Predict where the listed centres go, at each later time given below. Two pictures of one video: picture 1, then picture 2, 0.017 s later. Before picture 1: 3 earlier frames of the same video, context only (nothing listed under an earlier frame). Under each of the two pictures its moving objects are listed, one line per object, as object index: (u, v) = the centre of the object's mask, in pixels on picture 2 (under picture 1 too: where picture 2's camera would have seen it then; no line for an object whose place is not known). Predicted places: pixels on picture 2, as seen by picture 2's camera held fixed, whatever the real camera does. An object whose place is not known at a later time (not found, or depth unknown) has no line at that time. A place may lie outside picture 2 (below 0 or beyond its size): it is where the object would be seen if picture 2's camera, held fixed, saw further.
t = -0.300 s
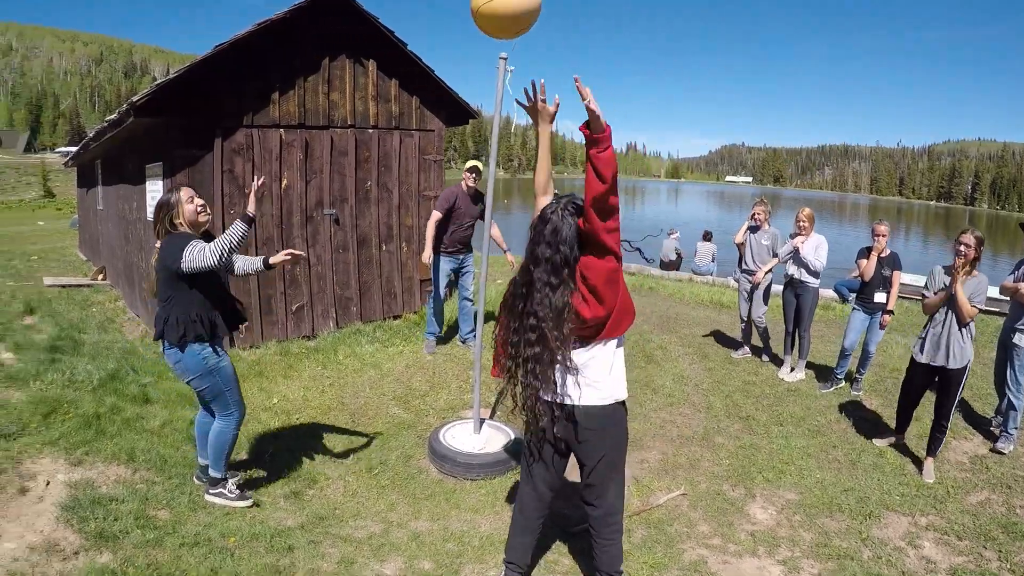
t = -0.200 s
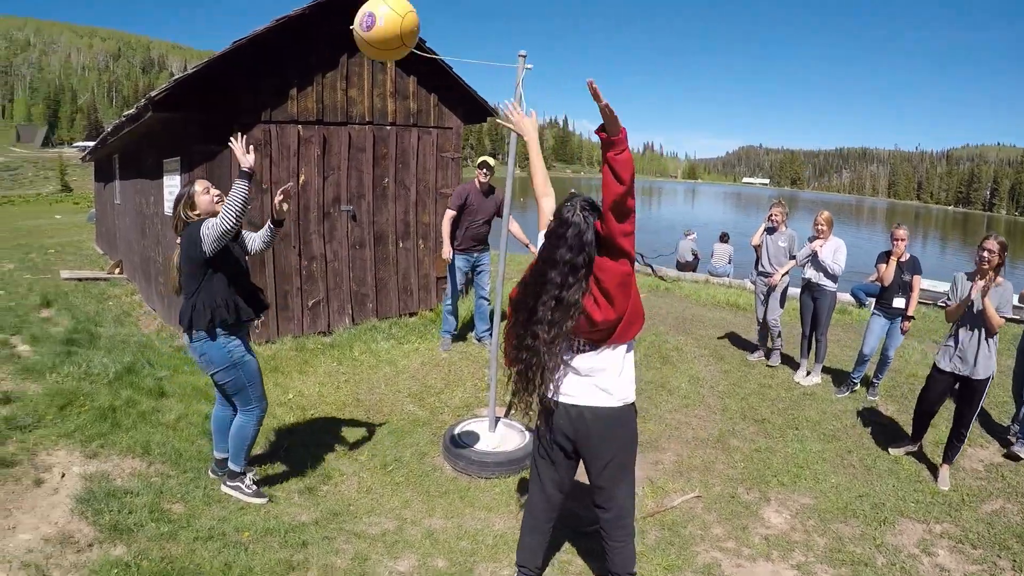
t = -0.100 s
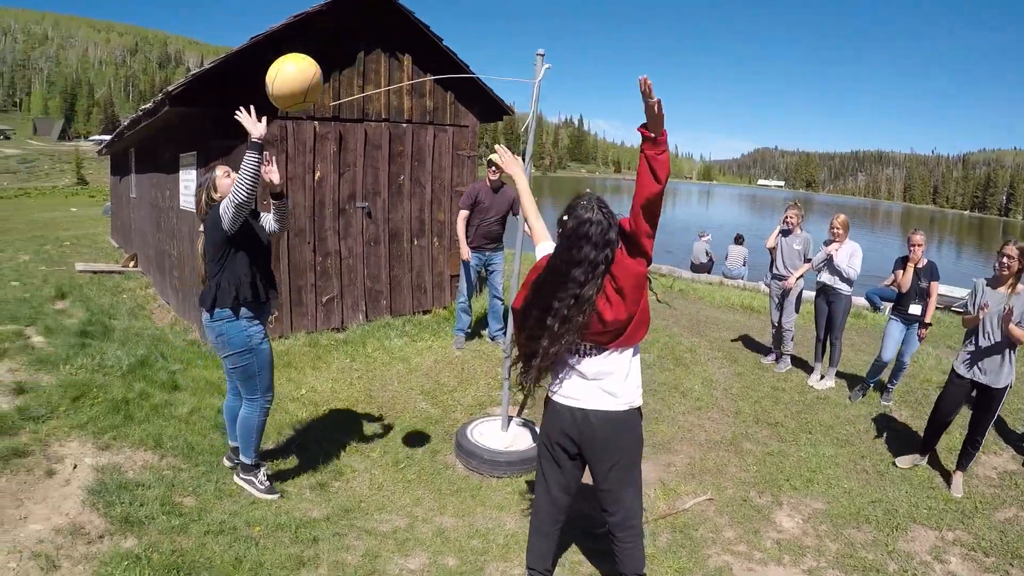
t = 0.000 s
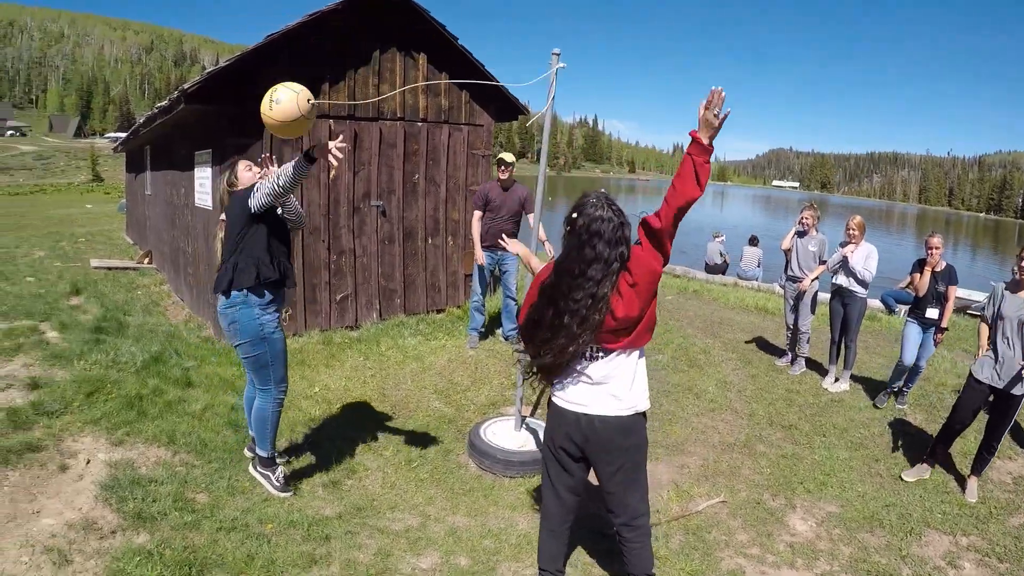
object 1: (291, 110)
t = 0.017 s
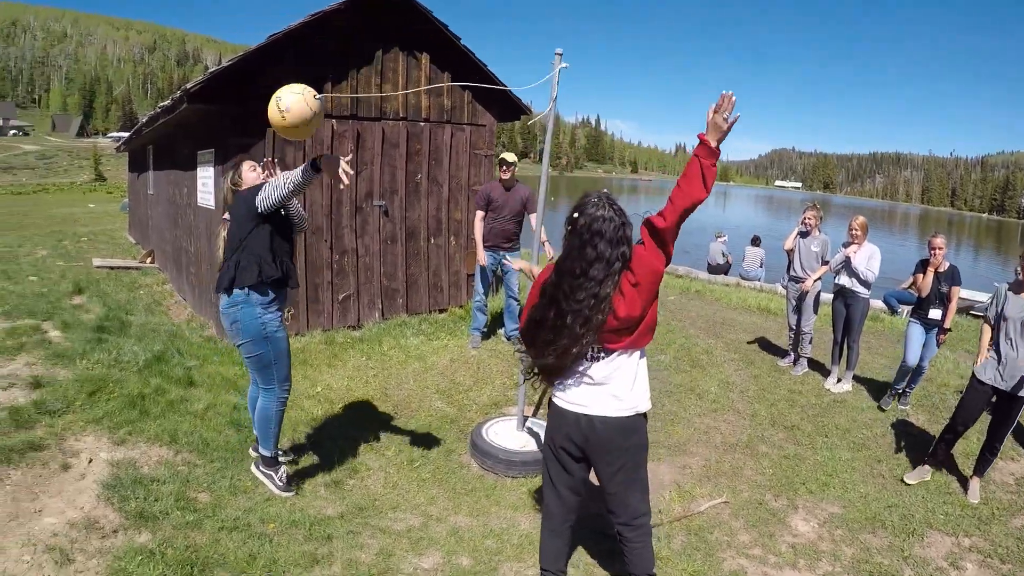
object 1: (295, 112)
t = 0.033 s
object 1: (301, 114)
